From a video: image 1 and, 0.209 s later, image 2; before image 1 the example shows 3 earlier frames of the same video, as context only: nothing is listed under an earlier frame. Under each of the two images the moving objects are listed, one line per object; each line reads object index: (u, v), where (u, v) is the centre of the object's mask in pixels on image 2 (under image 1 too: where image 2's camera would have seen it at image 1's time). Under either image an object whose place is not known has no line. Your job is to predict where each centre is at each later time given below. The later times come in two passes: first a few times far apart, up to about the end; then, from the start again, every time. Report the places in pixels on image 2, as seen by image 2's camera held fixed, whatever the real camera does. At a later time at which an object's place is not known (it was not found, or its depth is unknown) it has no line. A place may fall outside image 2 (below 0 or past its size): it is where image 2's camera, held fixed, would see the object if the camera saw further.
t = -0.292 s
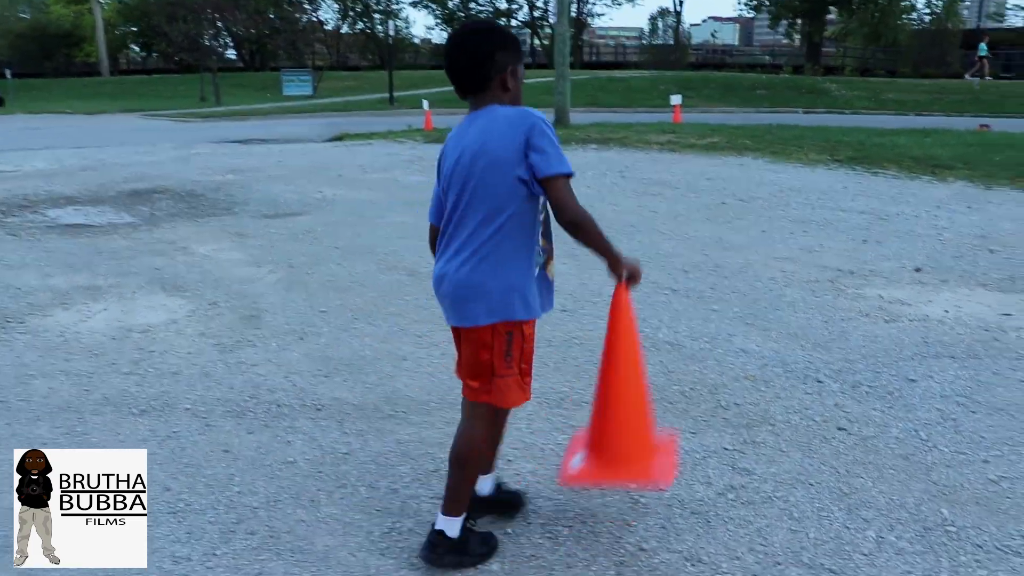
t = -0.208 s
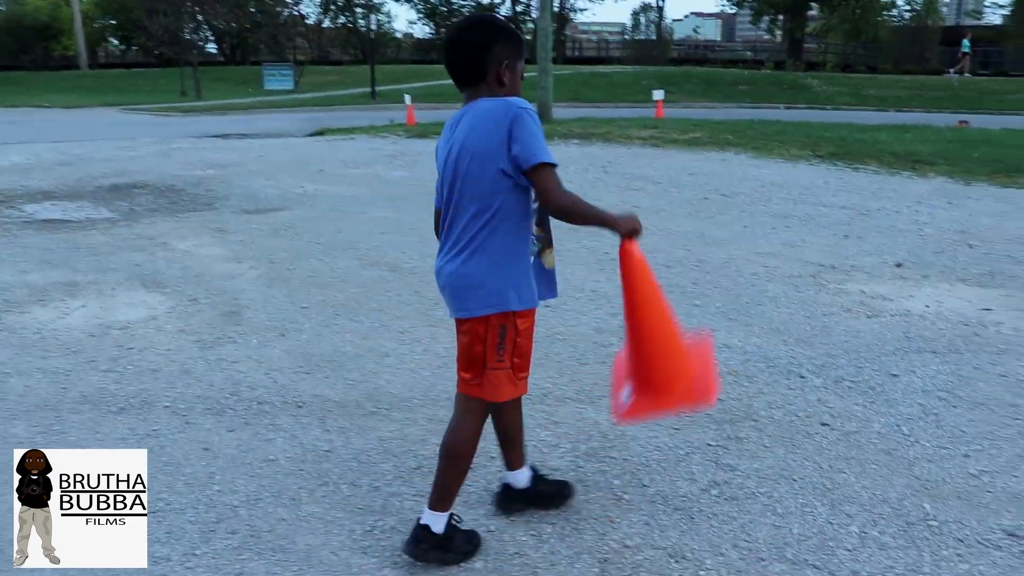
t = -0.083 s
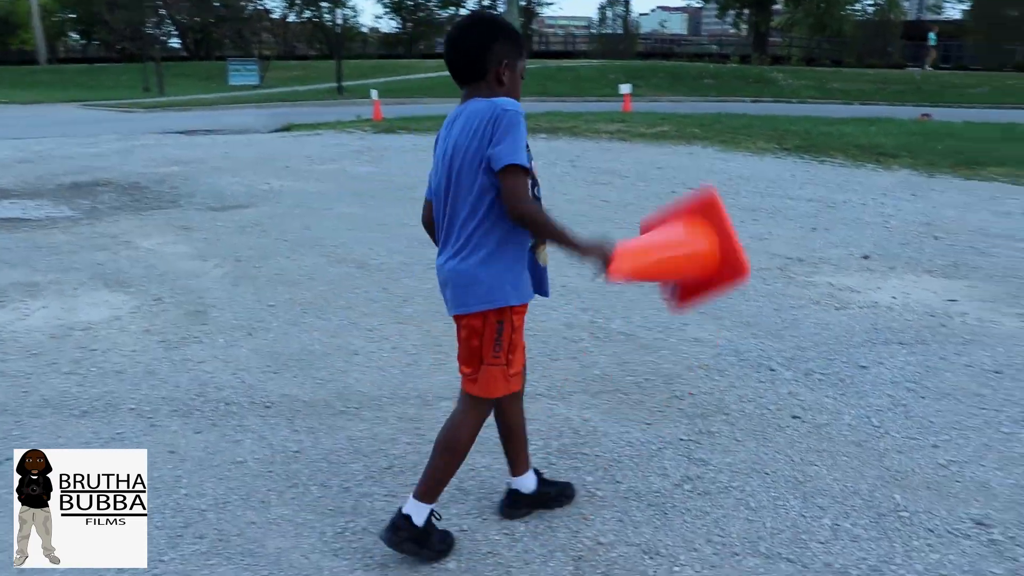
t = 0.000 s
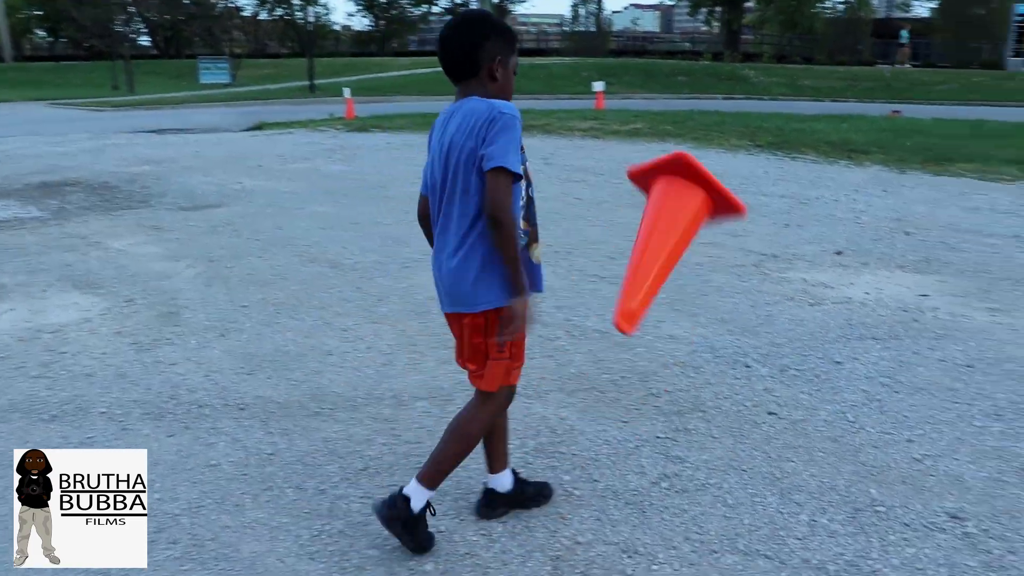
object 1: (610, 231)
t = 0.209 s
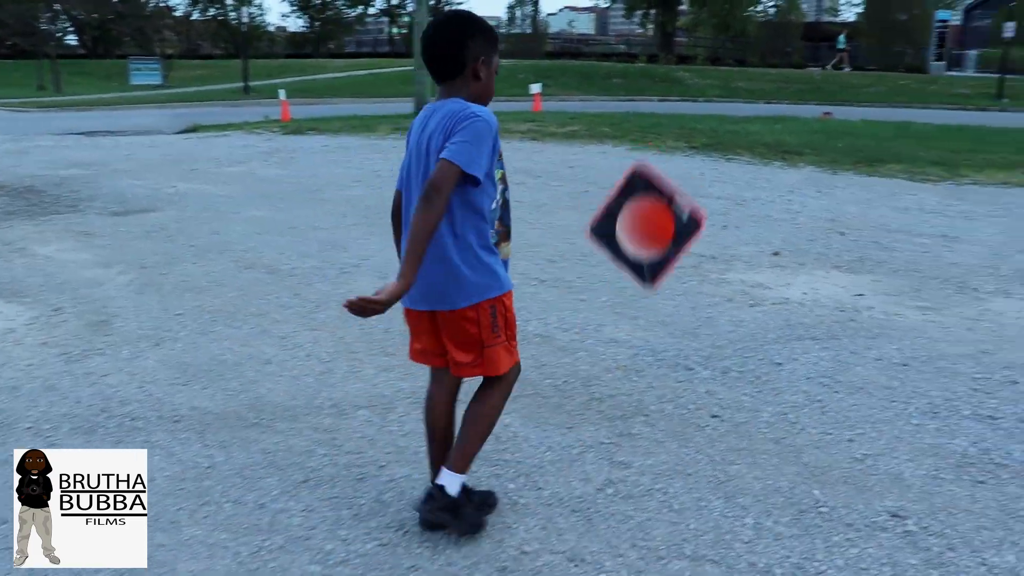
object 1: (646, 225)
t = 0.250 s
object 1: (655, 247)
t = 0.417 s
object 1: (672, 350)
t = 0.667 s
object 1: (673, 364)
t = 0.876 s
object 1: (665, 368)
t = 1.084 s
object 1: (668, 369)
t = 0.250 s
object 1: (655, 247)
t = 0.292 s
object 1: (665, 260)
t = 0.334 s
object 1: (671, 269)
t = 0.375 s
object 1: (671, 307)
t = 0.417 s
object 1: (672, 350)
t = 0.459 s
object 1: (678, 379)
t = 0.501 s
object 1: (677, 377)
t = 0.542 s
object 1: (674, 370)
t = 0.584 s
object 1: (673, 365)
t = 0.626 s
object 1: (673, 361)
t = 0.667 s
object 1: (673, 364)
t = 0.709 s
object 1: (672, 364)
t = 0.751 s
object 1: (667, 363)
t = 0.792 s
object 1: (664, 365)
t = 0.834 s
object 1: (664, 367)
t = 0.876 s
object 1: (665, 368)
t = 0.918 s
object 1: (666, 368)
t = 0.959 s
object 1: (667, 368)
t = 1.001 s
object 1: (667, 367)
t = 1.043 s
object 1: (667, 369)
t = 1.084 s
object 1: (668, 369)
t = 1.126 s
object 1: (668, 369)
